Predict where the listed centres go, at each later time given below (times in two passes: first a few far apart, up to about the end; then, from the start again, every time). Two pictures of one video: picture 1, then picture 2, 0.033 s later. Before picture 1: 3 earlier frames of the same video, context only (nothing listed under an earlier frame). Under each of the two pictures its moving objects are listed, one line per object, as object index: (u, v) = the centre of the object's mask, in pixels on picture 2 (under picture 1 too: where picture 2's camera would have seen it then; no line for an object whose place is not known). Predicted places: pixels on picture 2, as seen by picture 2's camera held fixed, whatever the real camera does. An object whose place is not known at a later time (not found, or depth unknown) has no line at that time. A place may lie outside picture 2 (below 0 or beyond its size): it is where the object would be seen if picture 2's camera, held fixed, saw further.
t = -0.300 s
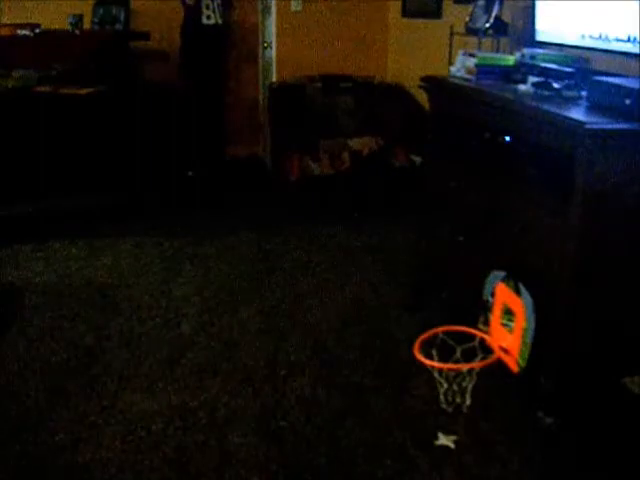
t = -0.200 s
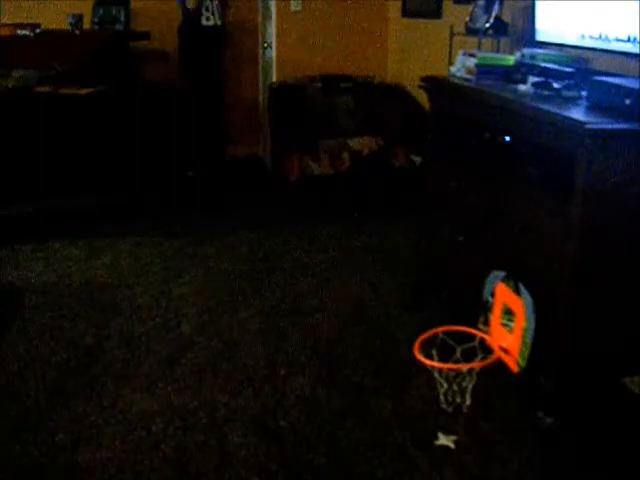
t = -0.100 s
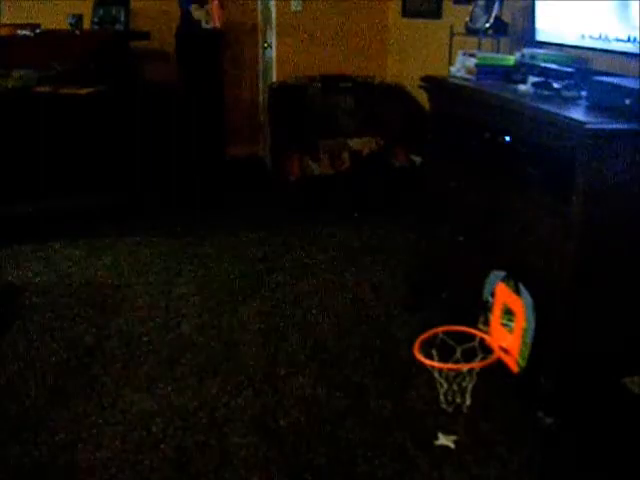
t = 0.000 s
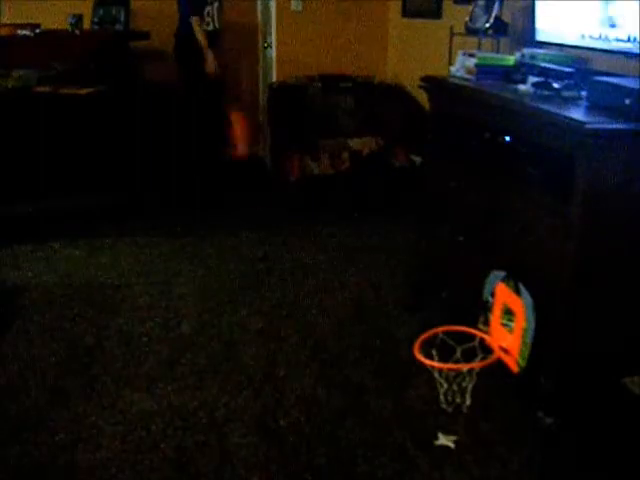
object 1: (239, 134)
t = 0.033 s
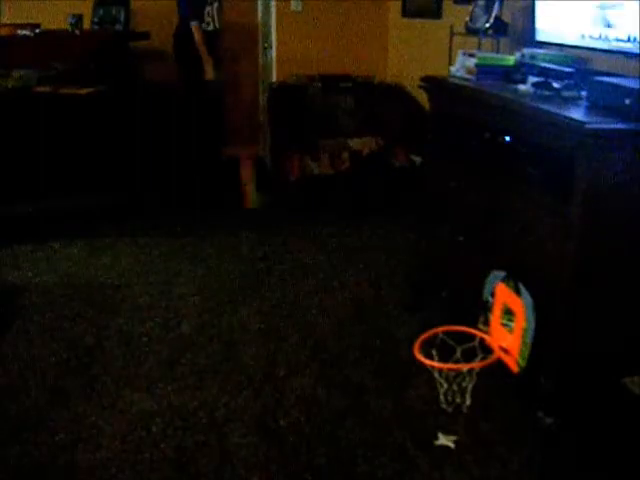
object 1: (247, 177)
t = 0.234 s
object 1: (268, 130)
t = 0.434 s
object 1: (287, 69)
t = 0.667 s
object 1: (312, 107)
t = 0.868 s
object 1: (335, 256)
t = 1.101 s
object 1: (385, 282)
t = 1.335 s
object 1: (452, 352)
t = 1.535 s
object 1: (483, 400)
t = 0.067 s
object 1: (257, 224)
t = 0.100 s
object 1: (261, 211)
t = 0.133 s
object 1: (261, 188)
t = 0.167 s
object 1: (264, 168)
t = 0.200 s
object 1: (267, 148)
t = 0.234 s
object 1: (268, 130)
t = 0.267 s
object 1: (272, 114)
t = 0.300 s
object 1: (275, 100)
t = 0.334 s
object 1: (277, 92)
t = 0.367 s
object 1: (282, 78)
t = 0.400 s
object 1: (283, 72)
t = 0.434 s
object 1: (287, 69)
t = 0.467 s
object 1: (291, 64)
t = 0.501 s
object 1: (294, 64)
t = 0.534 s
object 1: (298, 68)
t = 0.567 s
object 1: (302, 72)
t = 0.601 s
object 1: (305, 80)
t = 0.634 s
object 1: (308, 92)
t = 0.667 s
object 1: (312, 107)
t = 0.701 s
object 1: (316, 124)
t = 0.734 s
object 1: (320, 145)
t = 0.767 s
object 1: (323, 168)
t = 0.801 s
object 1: (328, 195)
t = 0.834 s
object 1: (331, 226)
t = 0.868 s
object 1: (335, 256)
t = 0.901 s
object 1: (337, 294)
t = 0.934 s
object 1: (341, 322)
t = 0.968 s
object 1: (349, 314)
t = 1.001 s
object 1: (358, 304)
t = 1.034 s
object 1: (366, 298)
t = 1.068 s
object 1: (374, 286)
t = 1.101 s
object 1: (385, 282)
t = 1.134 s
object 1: (394, 284)
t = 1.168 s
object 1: (402, 287)
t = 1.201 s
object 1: (413, 292)
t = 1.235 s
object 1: (424, 304)
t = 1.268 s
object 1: (433, 315)
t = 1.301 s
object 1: (443, 331)
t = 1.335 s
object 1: (452, 352)
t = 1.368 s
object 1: (460, 372)
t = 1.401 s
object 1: (471, 383)
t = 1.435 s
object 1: (477, 383)
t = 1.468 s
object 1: (480, 385)
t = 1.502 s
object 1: (483, 391)
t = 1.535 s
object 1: (483, 400)
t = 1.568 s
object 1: (481, 412)
